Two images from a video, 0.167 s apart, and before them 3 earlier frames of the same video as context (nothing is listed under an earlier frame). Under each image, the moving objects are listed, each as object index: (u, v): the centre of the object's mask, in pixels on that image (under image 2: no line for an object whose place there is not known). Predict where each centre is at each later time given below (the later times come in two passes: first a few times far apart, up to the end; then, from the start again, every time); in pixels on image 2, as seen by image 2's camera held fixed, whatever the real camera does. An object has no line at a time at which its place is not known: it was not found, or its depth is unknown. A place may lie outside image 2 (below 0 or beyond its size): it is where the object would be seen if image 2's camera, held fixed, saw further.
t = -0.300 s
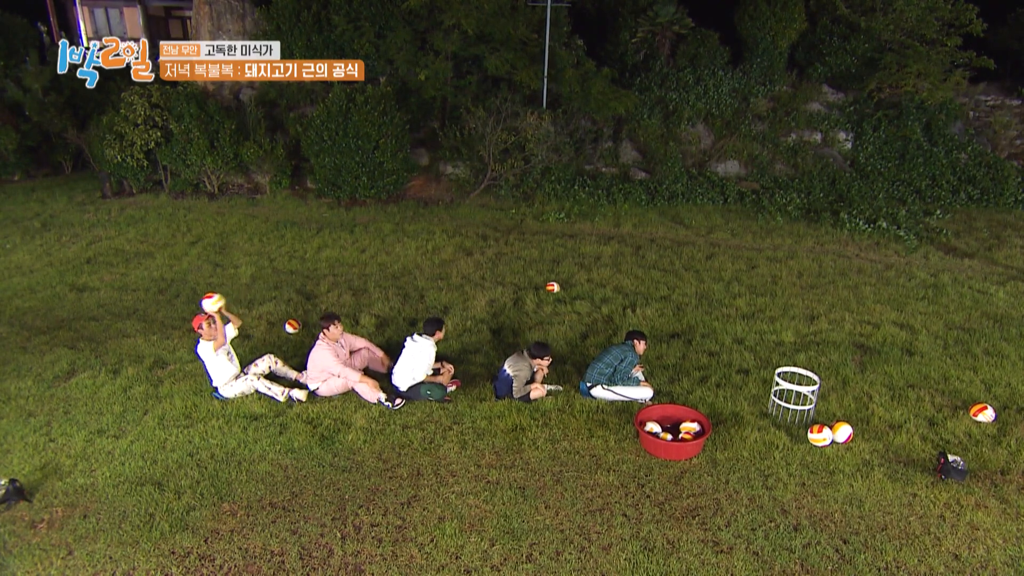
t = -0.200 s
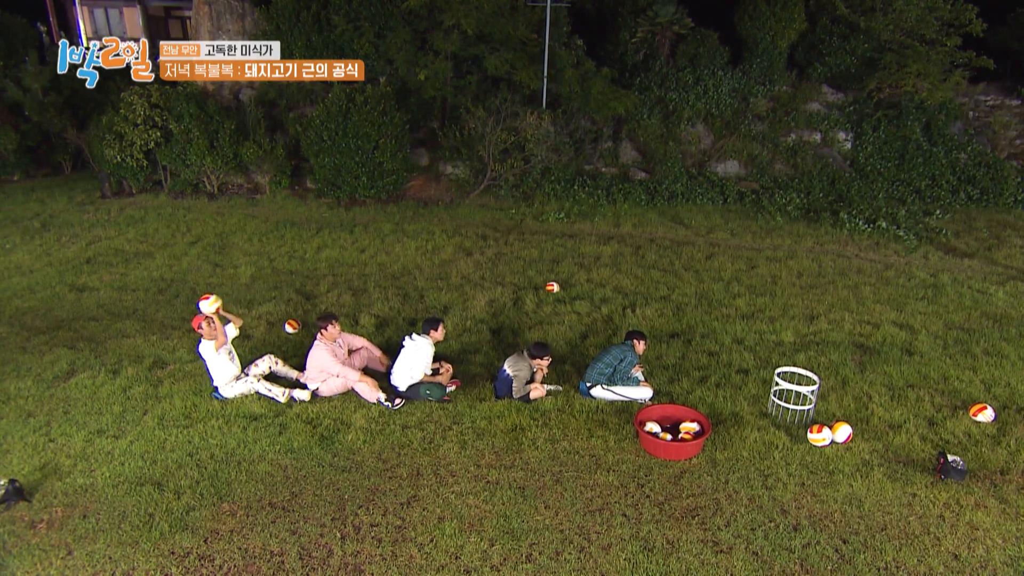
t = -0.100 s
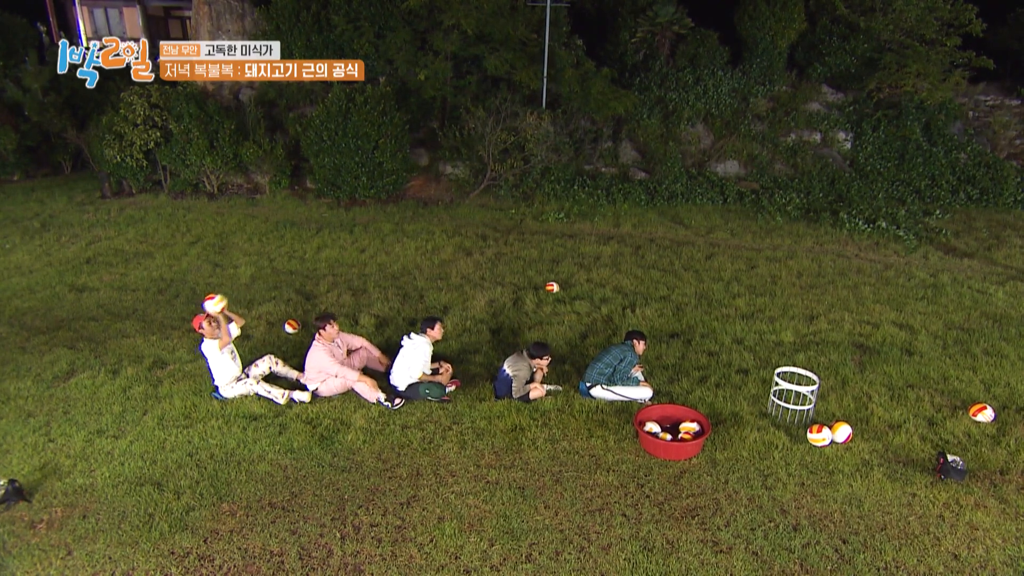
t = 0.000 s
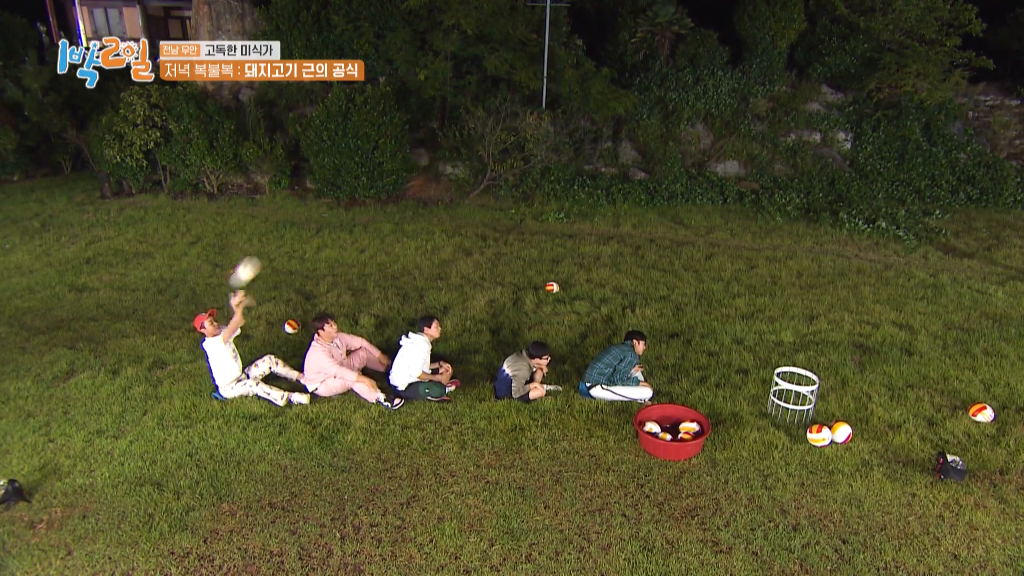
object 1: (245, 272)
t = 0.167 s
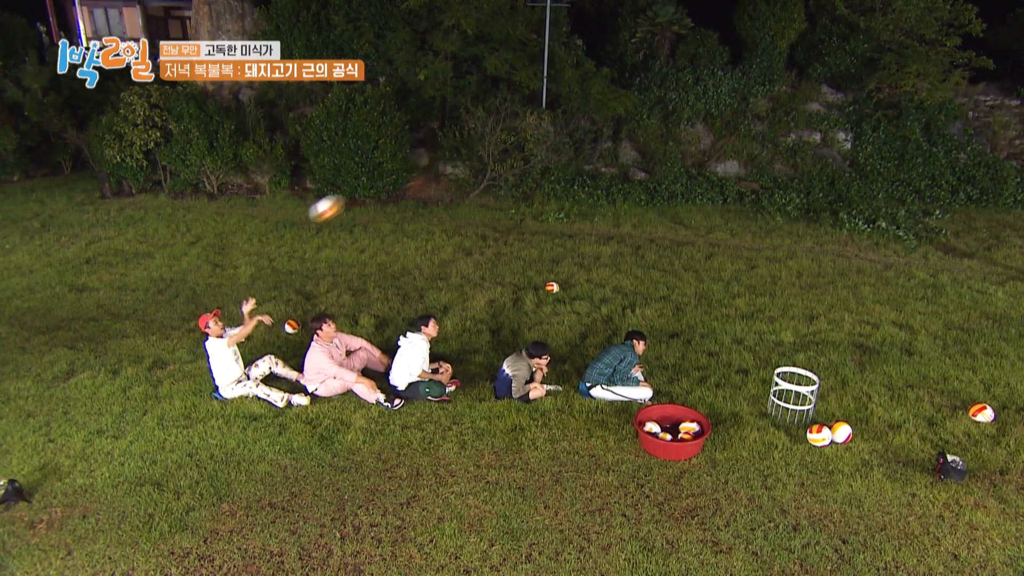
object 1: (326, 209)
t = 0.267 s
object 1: (378, 183)
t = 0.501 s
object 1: (504, 165)
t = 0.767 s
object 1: (643, 216)
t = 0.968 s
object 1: (735, 296)
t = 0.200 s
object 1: (344, 199)
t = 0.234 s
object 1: (361, 191)
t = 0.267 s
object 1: (378, 183)
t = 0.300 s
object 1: (396, 177)
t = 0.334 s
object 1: (414, 172)
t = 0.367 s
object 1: (432, 169)
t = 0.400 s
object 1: (450, 166)
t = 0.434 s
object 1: (468, 165)
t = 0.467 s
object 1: (486, 164)
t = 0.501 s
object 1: (504, 165)
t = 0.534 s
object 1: (521, 166)
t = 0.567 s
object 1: (539, 170)
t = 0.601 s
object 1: (557, 174)
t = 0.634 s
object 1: (574, 180)
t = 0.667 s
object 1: (592, 187)
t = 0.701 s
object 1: (609, 196)
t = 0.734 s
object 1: (626, 205)
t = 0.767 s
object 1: (643, 216)
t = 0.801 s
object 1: (659, 227)
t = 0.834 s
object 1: (675, 239)
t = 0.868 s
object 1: (691, 252)
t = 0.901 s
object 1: (706, 265)
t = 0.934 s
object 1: (720, 280)
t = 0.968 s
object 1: (735, 296)
